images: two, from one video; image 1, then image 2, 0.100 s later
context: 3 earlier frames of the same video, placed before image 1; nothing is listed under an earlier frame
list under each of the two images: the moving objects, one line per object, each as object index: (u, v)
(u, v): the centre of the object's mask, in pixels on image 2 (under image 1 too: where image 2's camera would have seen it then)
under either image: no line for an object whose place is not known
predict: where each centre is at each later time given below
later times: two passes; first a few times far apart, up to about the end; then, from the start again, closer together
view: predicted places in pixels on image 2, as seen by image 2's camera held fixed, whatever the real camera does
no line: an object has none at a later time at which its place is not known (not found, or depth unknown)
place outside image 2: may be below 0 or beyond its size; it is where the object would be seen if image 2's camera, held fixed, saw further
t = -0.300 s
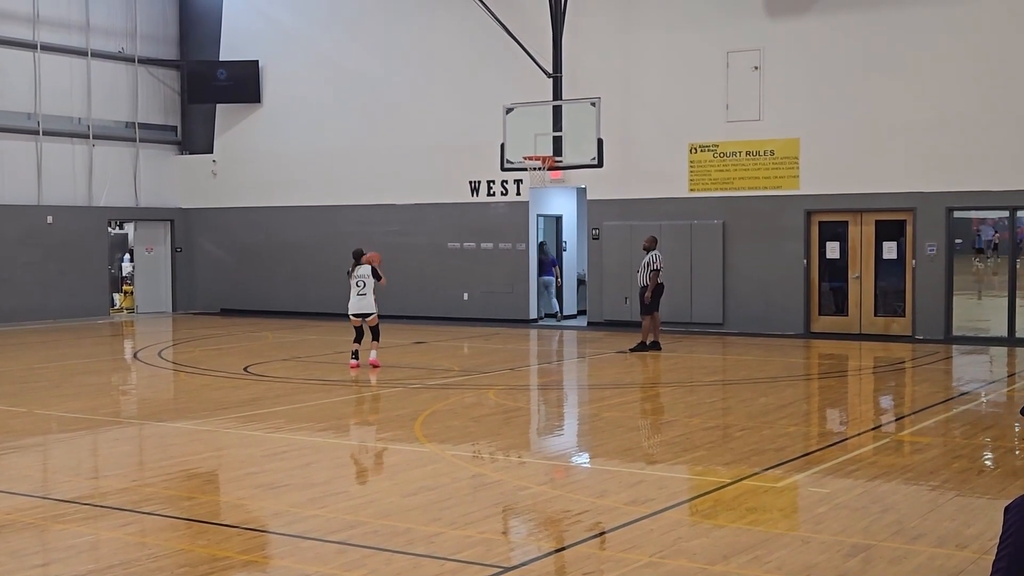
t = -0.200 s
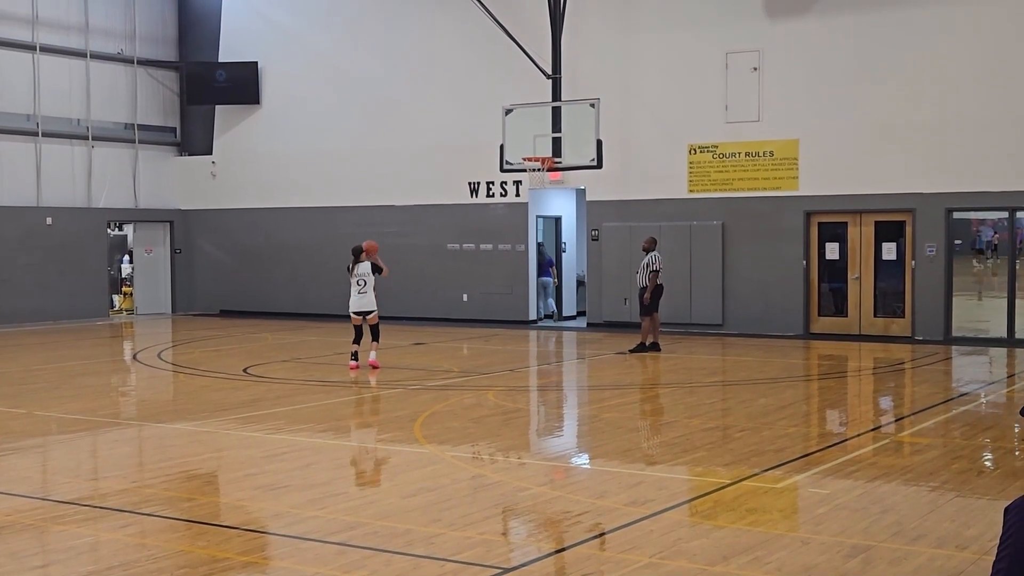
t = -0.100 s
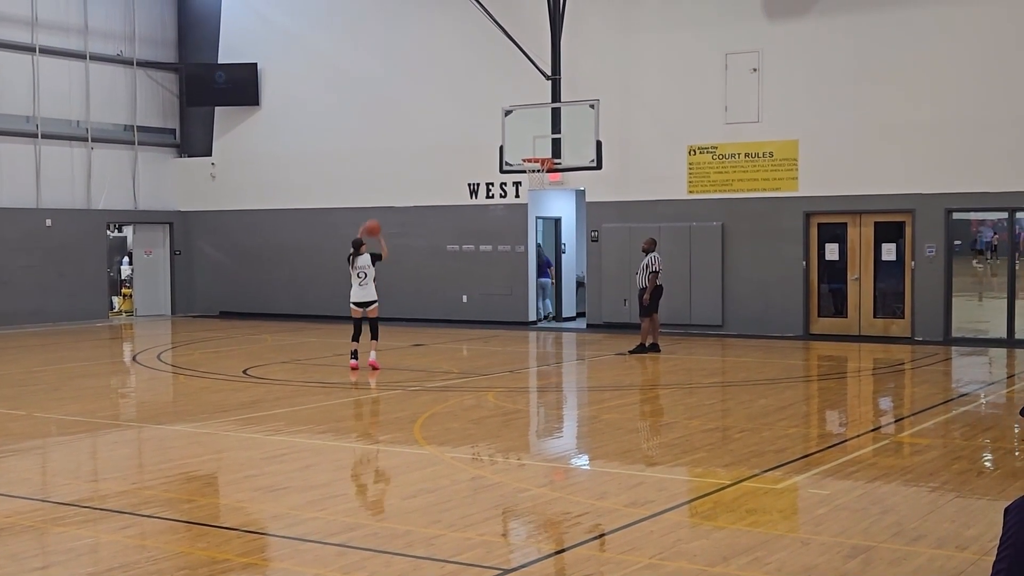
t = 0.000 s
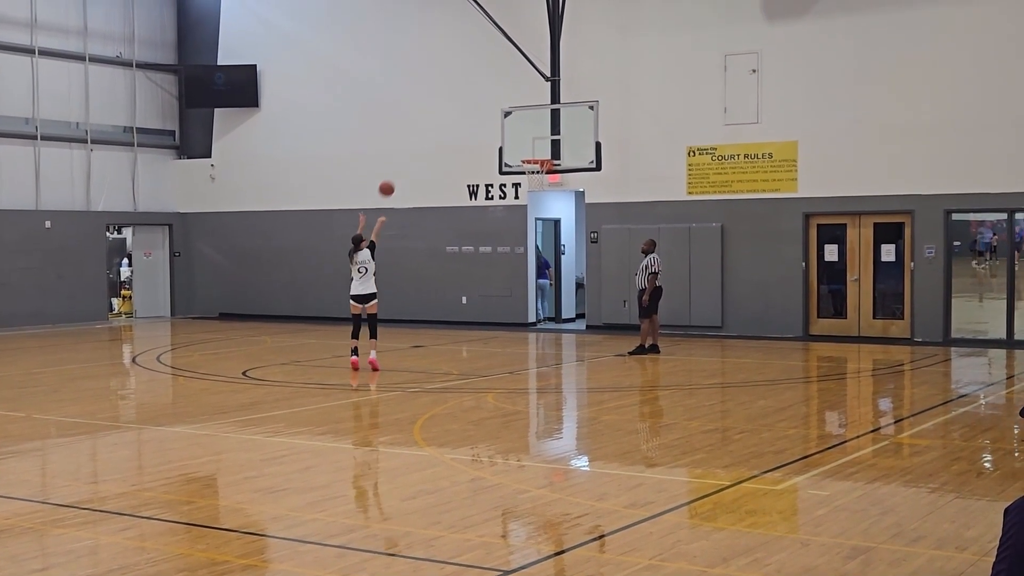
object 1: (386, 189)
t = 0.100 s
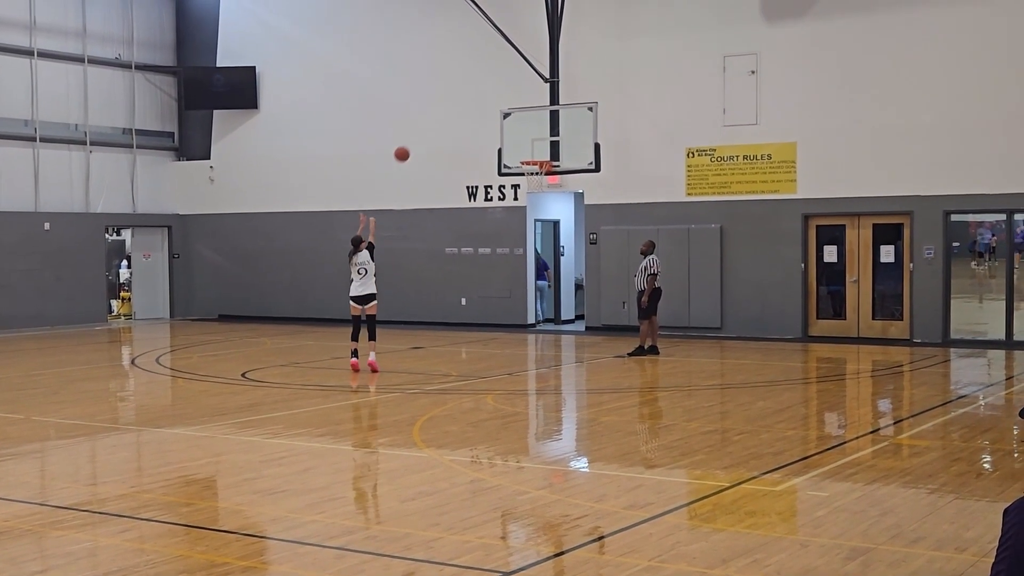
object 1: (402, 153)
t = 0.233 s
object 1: (423, 117)
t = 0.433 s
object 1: (452, 88)
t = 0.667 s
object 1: (485, 87)
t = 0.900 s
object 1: (516, 120)
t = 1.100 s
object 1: (541, 171)
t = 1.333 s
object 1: (548, 207)
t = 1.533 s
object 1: (555, 259)
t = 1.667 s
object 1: (558, 306)
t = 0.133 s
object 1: (407, 142)
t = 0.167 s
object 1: (412, 133)
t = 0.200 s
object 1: (418, 125)
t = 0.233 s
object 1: (423, 117)
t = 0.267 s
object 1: (428, 110)
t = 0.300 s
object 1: (433, 104)
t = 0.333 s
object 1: (438, 99)
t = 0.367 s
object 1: (443, 94)
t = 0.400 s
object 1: (448, 91)
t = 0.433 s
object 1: (452, 88)
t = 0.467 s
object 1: (457, 85)
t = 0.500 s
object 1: (462, 84)
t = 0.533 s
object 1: (467, 83)
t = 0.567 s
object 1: (471, 83)
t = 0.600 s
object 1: (476, 84)
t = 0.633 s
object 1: (481, 85)
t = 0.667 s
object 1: (485, 87)
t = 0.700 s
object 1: (490, 90)
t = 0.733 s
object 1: (494, 93)
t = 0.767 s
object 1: (498, 97)
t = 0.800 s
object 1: (503, 102)
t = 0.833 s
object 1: (507, 107)
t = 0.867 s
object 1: (511, 113)
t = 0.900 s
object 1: (516, 120)
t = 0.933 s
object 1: (520, 127)
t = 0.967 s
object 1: (524, 135)
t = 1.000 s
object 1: (528, 143)
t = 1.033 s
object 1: (532, 151)
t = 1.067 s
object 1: (536, 160)
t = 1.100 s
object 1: (541, 171)
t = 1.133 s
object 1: (542, 177)
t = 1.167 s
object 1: (543, 180)
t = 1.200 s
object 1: (544, 184)
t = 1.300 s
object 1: (548, 201)
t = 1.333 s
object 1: (548, 207)
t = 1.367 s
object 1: (549, 215)
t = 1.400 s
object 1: (551, 223)
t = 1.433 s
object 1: (551, 231)
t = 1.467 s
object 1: (553, 240)
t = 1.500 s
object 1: (553, 249)
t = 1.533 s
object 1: (555, 259)
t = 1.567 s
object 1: (556, 271)
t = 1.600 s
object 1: (557, 282)
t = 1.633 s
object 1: (558, 294)
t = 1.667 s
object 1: (558, 306)
